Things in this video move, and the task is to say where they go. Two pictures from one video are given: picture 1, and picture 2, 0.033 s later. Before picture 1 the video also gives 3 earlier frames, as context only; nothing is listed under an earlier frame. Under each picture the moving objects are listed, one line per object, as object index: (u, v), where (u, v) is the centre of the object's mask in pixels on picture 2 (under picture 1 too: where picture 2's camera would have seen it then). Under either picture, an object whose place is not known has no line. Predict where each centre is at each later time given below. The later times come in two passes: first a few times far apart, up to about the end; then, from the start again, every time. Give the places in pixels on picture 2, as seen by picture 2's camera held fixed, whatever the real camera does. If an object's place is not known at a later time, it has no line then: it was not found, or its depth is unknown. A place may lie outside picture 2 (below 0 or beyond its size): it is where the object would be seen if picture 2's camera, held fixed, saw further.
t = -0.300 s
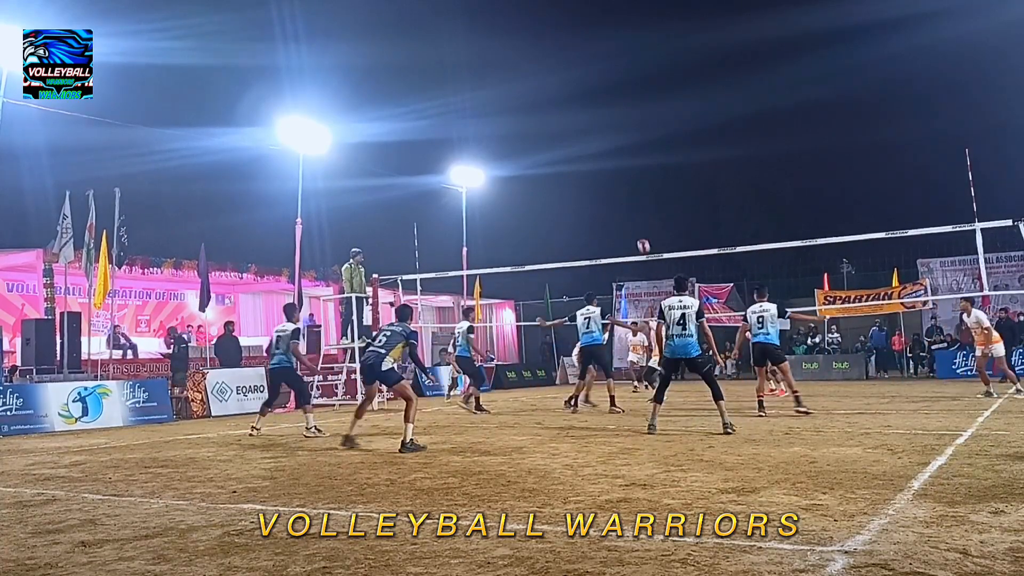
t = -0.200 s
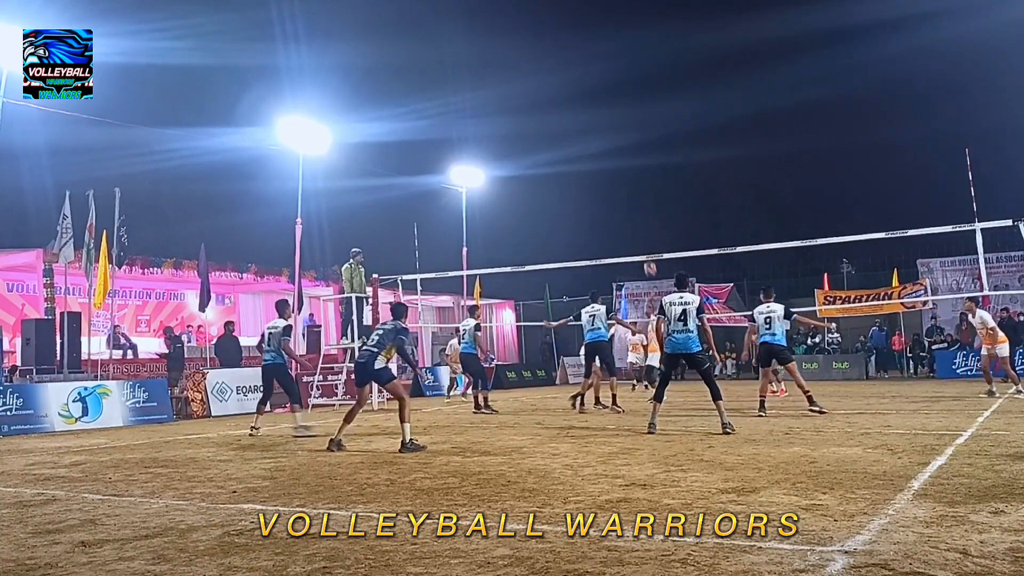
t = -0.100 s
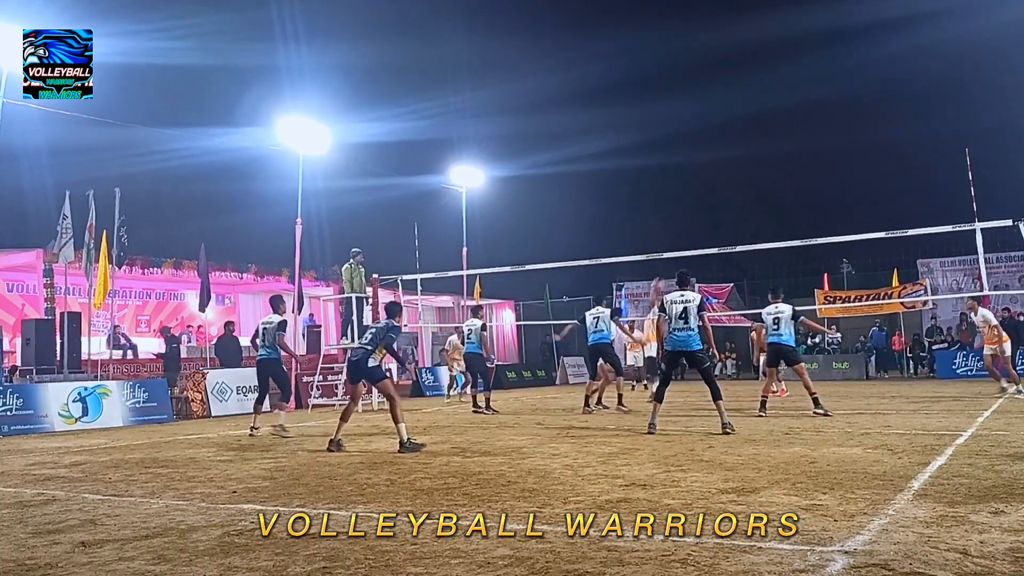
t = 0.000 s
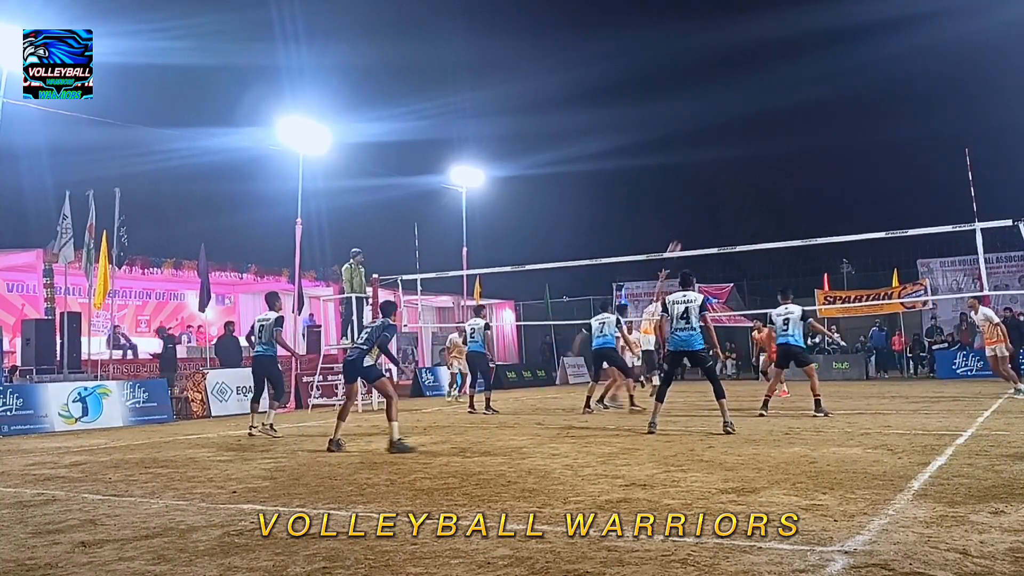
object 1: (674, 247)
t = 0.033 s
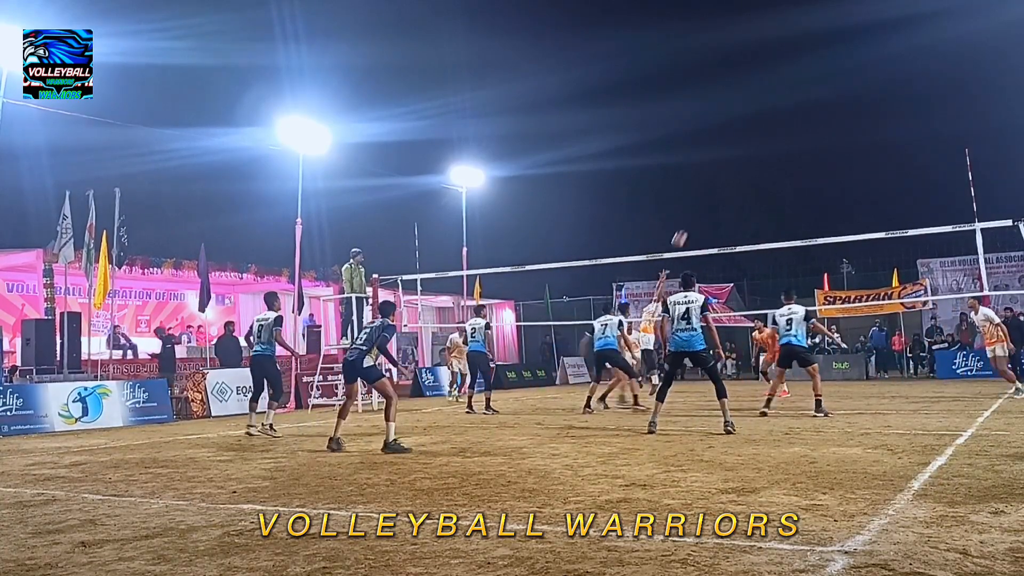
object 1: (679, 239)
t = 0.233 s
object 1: (713, 183)
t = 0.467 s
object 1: (752, 144)
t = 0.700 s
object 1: (794, 133)
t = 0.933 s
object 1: (839, 153)
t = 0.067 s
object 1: (685, 228)
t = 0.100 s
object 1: (690, 218)
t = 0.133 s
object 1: (696, 208)
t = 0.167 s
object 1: (701, 199)
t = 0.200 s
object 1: (707, 191)
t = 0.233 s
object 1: (713, 183)
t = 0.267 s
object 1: (718, 176)
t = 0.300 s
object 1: (724, 169)
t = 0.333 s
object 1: (730, 163)
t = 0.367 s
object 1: (735, 157)
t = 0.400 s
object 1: (741, 152)
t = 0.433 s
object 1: (747, 148)
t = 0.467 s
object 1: (752, 144)
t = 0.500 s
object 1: (758, 140)
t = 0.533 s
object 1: (764, 137)
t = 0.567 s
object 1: (770, 135)
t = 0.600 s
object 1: (776, 134)
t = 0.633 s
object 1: (782, 133)
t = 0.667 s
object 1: (788, 132)
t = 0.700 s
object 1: (794, 133)
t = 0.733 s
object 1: (801, 134)
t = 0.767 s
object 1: (807, 135)
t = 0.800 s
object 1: (813, 137)
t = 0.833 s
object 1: (820, 140)
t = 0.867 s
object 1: (826, 144)
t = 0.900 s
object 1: (832, 148)
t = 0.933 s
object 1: (839, 153)
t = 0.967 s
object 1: (846, 159)
